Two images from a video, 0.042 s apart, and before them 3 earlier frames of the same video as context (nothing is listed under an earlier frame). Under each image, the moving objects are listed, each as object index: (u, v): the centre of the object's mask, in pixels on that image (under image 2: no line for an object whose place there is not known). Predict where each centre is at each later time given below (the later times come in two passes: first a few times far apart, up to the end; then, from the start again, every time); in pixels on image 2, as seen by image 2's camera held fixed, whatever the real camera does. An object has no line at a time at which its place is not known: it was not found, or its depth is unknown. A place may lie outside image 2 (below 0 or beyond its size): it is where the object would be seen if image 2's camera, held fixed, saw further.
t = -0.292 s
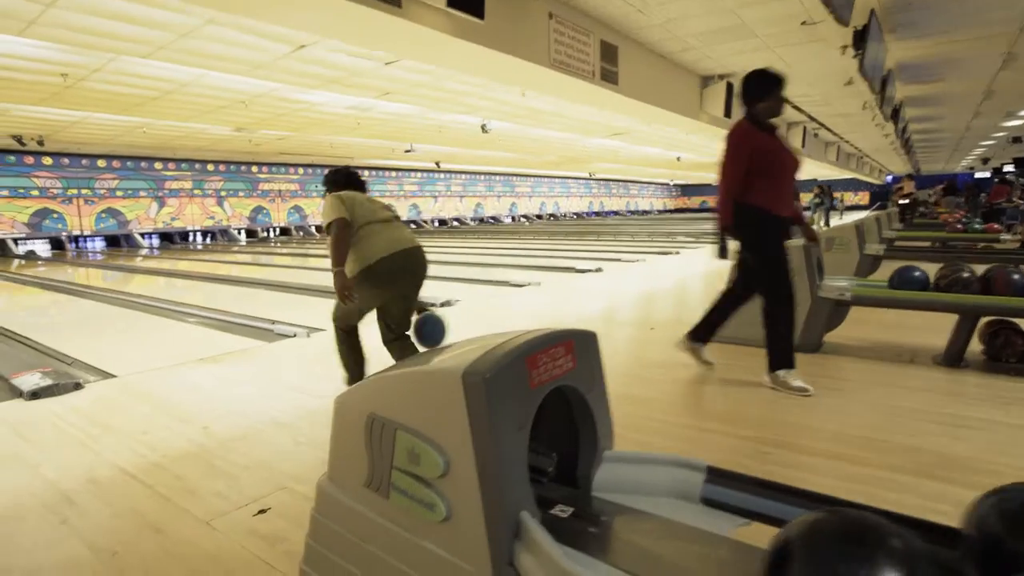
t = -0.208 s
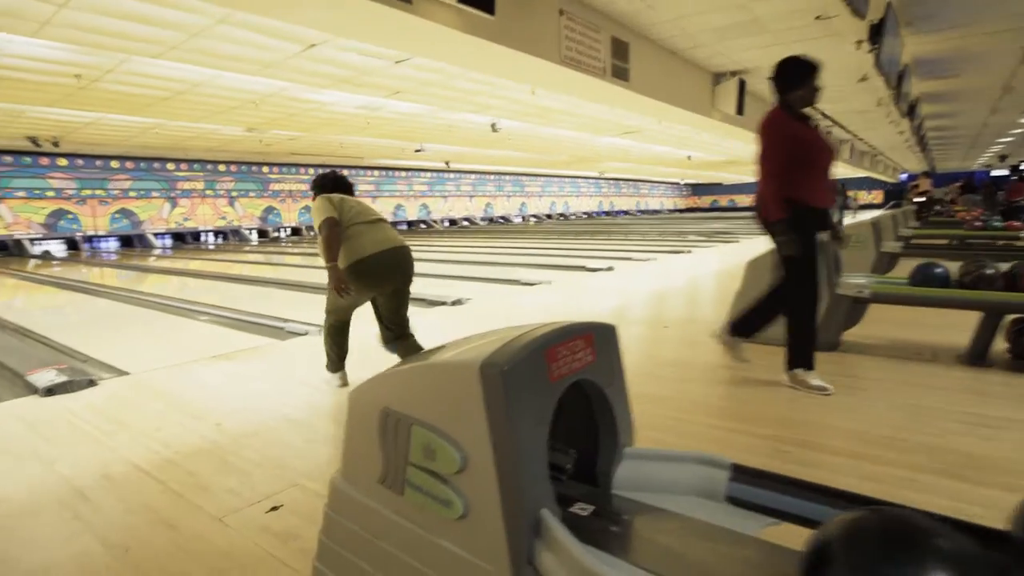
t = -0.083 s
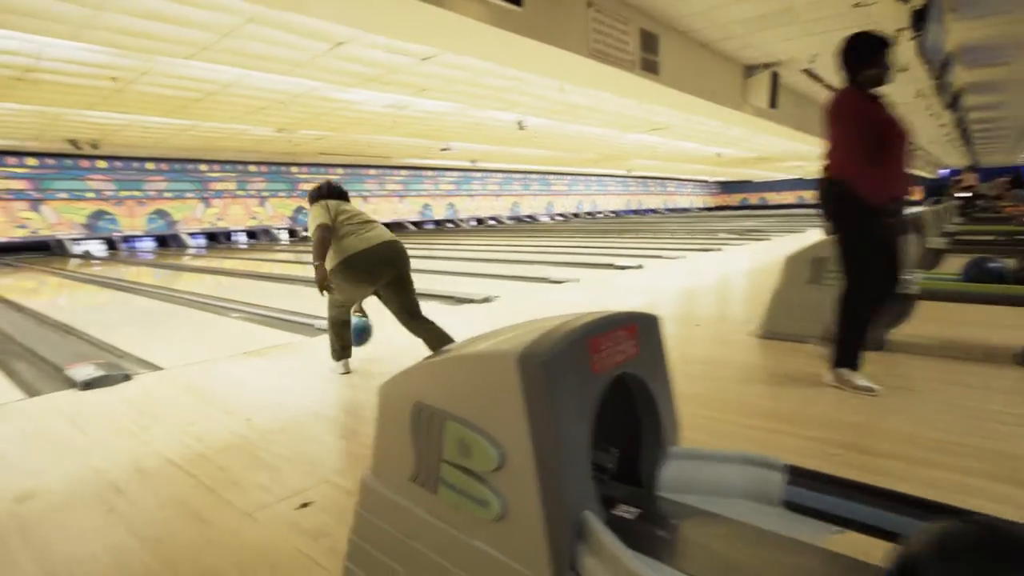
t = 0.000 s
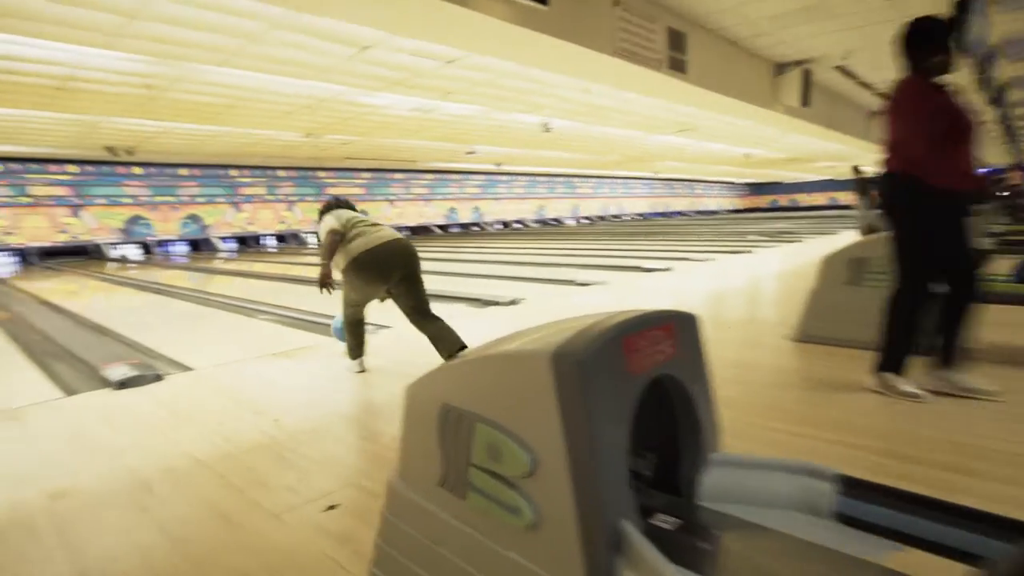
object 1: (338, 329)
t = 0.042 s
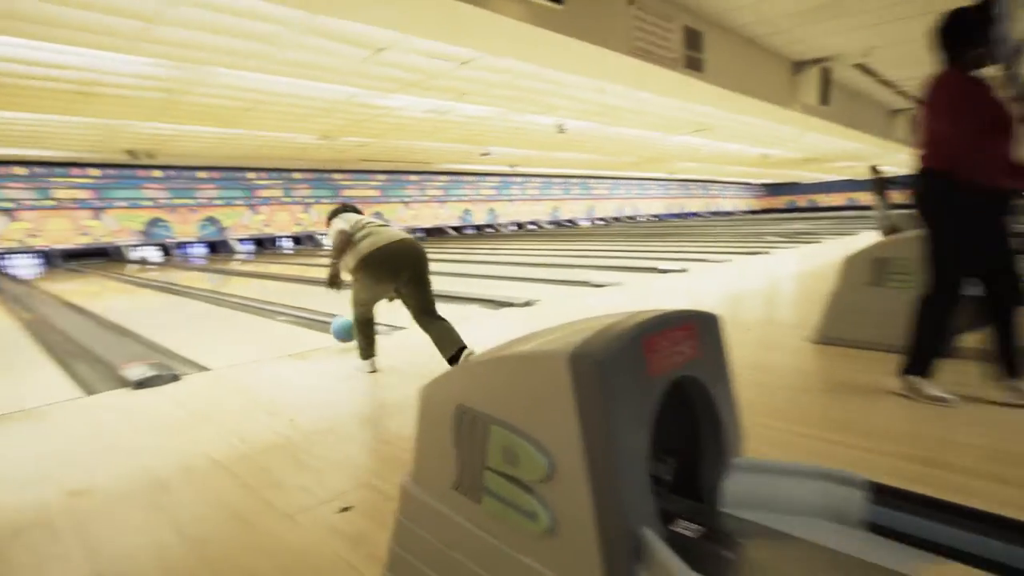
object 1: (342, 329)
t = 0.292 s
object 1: (271, 316)
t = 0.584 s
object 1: (213, 301)
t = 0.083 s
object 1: (330, 330)
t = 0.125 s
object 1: (317, 325)
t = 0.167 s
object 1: (304, 323)
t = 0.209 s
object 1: (292, 321)
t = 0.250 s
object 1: (281, 318)
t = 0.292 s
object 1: (271, 316)
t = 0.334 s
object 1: (260, 313)
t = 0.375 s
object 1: (251, 311)
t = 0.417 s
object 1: (243, 309)
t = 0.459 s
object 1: (235, 307)
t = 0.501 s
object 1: (226, 305)
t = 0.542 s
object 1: (219, 303)
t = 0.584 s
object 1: (213, 301)
